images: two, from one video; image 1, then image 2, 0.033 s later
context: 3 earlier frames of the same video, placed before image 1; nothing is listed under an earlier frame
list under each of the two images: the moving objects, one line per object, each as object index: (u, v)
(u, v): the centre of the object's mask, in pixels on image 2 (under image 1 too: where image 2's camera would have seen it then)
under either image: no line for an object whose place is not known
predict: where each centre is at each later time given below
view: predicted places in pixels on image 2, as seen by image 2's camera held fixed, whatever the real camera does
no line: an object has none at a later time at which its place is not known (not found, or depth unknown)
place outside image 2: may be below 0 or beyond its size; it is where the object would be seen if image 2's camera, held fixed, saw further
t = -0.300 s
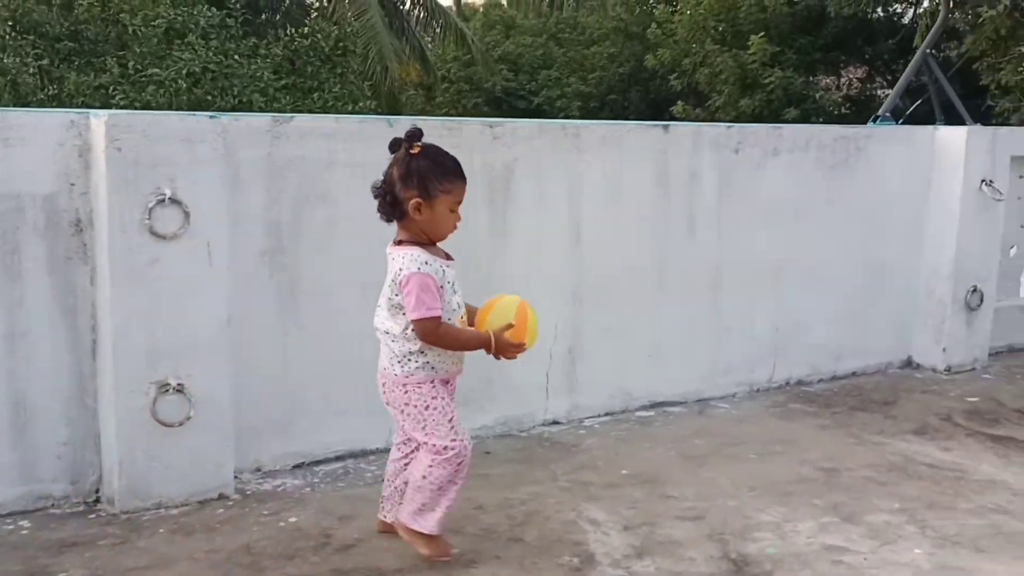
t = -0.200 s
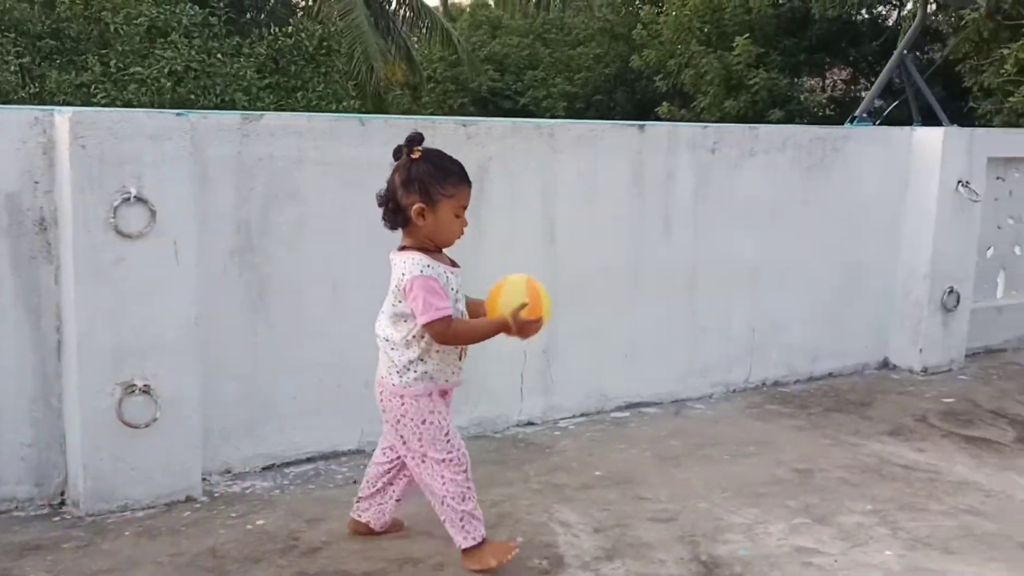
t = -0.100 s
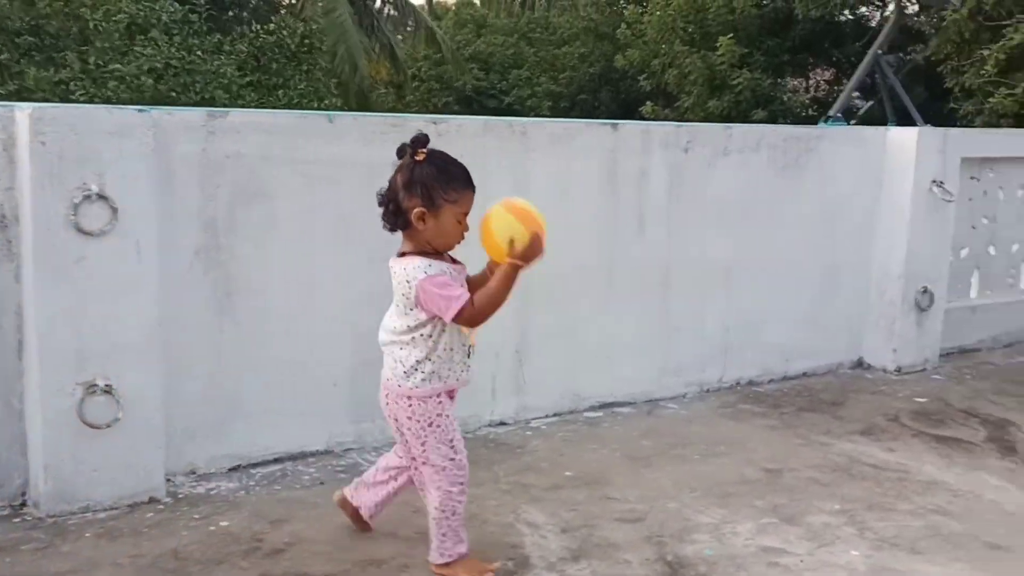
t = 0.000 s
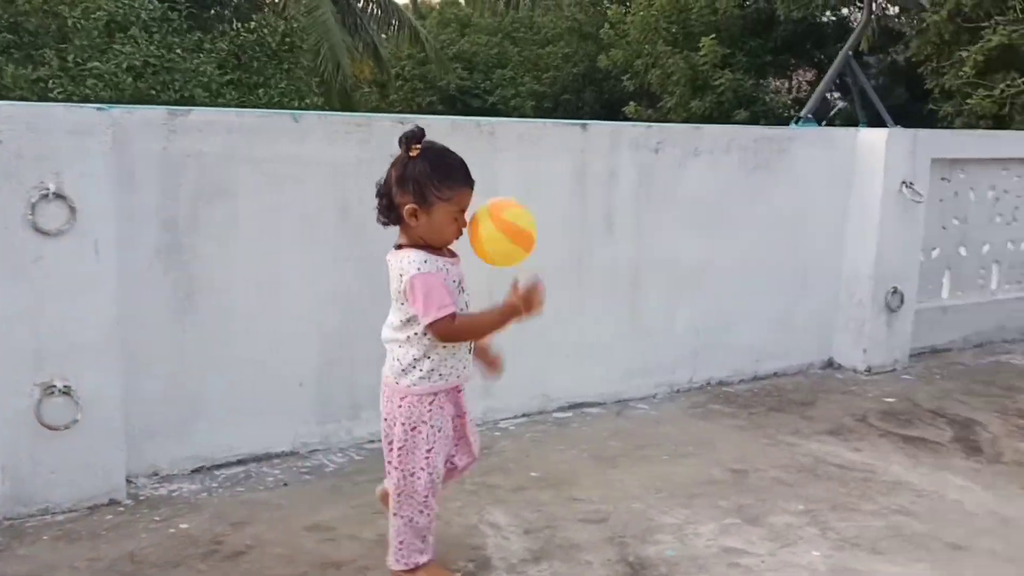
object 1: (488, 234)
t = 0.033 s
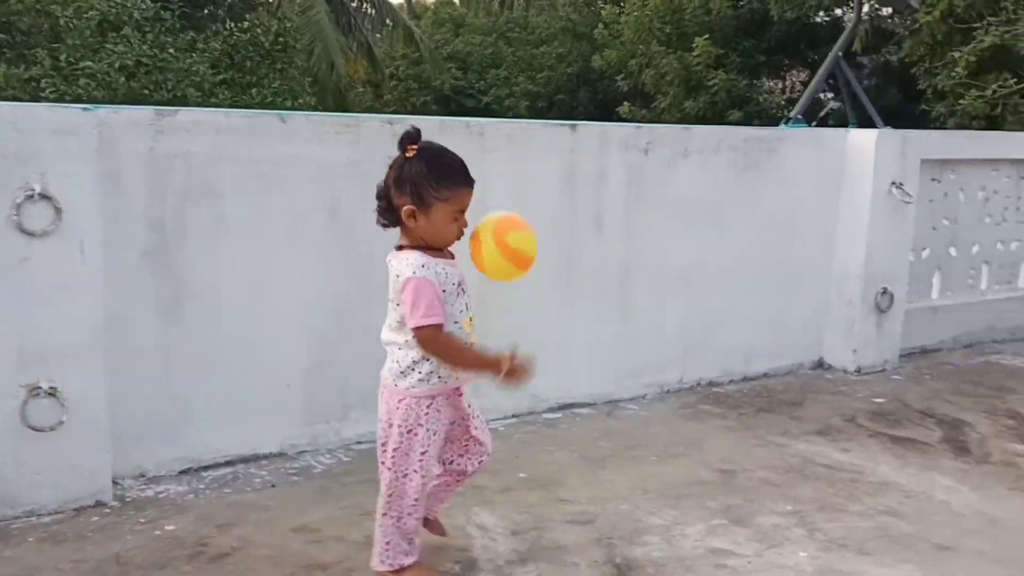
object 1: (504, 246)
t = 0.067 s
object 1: (519, 265)
